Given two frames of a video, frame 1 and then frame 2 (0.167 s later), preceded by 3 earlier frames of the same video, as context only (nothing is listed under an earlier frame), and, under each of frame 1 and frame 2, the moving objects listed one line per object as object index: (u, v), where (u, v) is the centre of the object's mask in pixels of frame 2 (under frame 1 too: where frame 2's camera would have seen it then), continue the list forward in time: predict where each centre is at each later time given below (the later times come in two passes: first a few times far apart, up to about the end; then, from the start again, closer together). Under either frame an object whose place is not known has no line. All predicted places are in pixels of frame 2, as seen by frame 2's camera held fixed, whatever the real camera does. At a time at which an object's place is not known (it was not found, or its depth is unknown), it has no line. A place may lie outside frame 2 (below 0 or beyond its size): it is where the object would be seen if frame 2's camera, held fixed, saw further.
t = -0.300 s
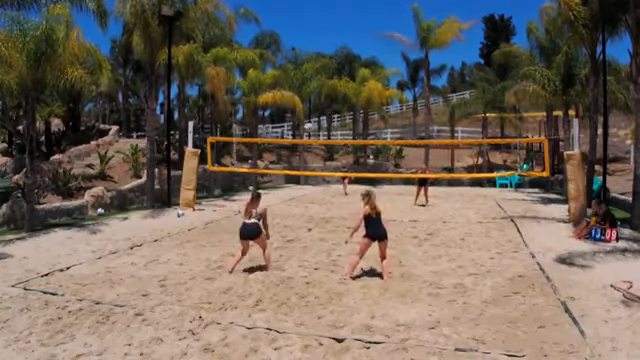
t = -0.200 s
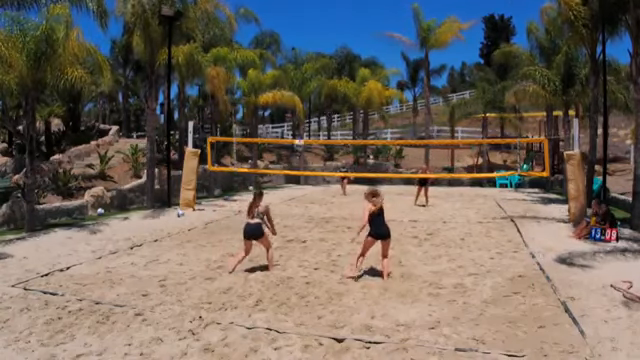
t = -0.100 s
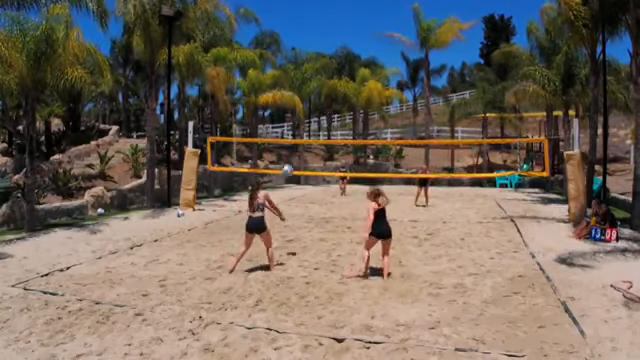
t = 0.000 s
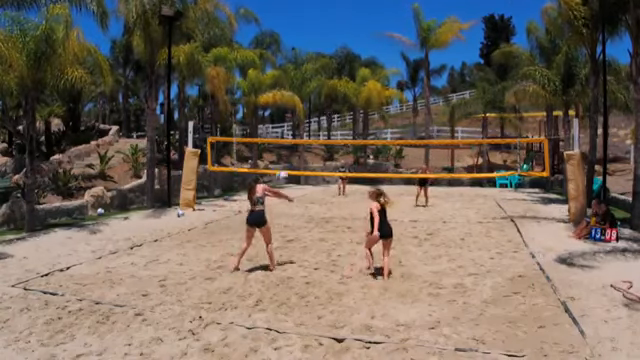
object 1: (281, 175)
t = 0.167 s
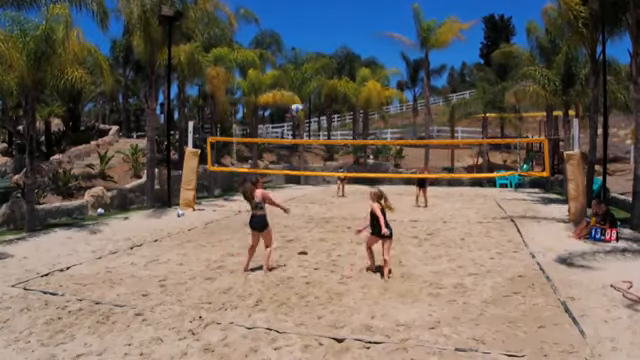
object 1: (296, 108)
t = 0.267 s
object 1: (305, 77)
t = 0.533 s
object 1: (325, 28)
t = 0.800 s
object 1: (342, 15)
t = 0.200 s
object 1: (300, 97)
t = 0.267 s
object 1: (305, 77)
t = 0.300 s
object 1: (307, 68)
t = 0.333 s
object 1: (310, 60)
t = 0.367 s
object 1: (312, 53)
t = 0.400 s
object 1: (315, 46)
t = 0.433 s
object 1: (317, 42)
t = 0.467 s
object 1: (320, 36)
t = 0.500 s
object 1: (322, 32)
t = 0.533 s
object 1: (325, 28)
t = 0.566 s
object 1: (326, 24)
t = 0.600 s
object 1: (329, 22)
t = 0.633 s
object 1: (332, 19)
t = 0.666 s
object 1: (334, 17)
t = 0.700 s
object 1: (336, 16)
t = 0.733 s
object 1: (338, 15)
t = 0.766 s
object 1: (340, 15)
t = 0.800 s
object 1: (342, 15)
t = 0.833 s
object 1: (344, 16)
